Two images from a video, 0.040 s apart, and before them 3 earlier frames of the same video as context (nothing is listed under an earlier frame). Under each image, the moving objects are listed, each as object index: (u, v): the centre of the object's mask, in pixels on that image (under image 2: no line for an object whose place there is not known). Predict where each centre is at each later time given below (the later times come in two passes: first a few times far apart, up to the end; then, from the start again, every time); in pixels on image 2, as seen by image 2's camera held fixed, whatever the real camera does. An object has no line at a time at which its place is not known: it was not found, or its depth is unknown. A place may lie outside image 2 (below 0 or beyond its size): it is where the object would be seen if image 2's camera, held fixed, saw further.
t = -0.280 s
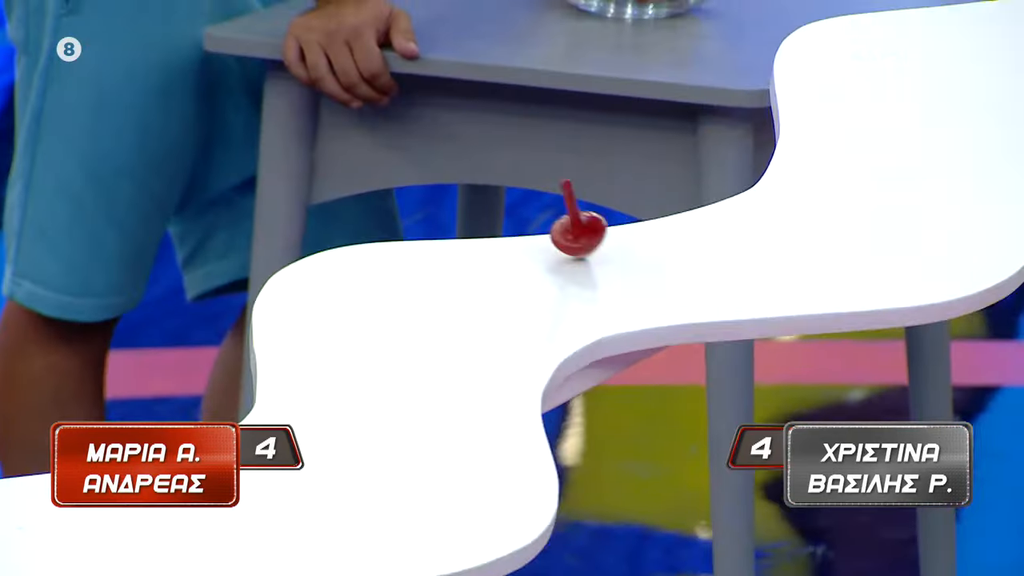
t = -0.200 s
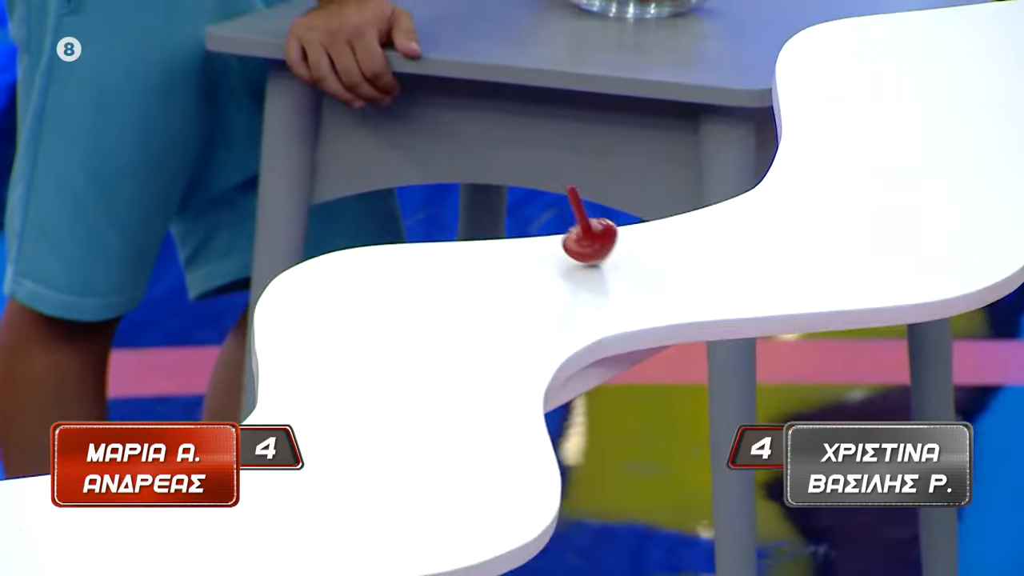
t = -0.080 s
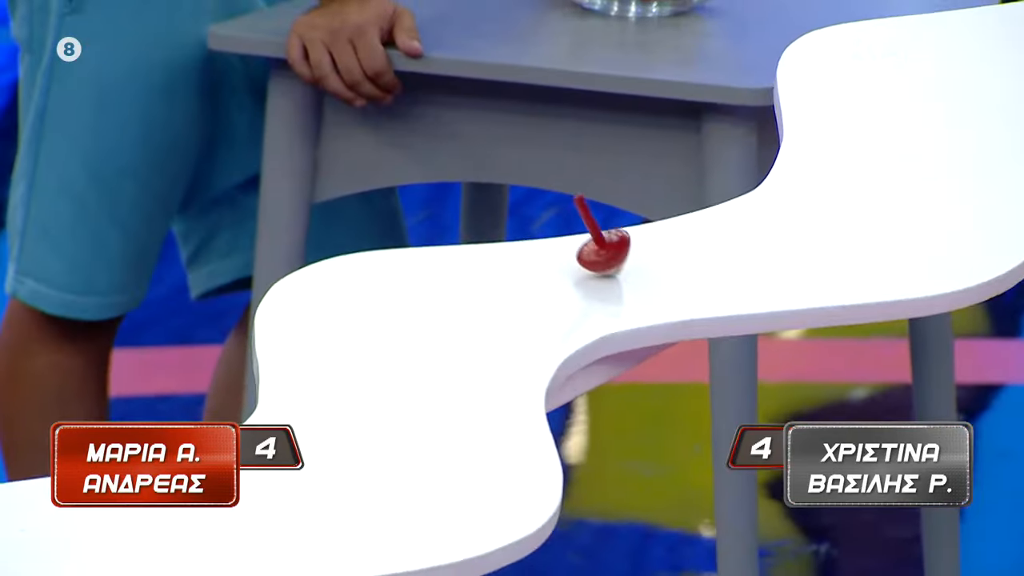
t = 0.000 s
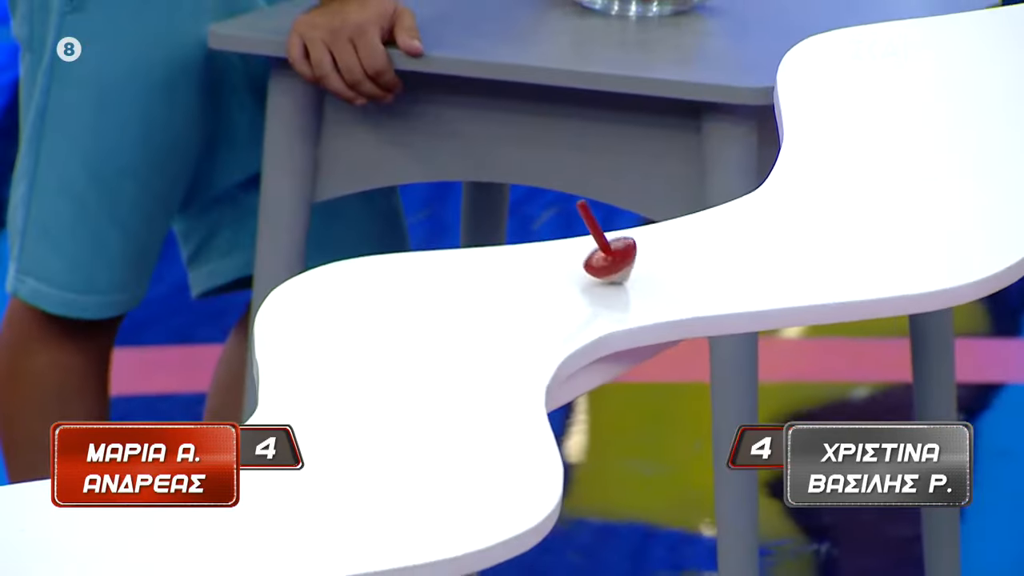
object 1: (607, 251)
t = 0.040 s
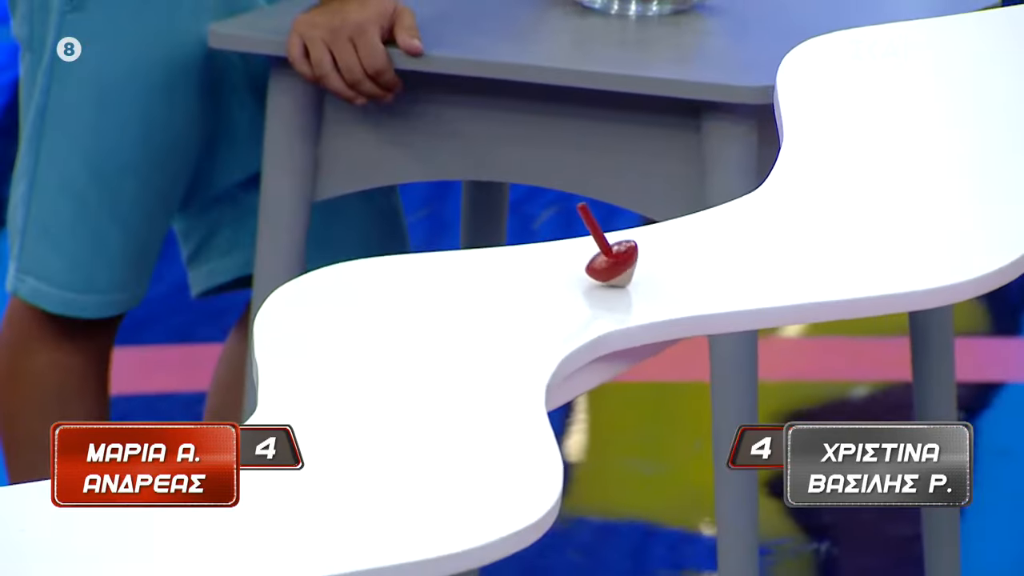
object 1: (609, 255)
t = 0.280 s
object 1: (609, 272)
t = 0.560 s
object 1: (577, 283)
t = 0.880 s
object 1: (514, 291)
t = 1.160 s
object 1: (459, 286)
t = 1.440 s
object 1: (433, 258)
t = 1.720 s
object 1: (437, 239)
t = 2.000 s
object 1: (461, 245)
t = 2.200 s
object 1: (482, 256)
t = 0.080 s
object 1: (611, 258)
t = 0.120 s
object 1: (612, 261)
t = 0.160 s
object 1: (612, 264)
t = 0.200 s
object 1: (612, 267)
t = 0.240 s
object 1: (611, 269)
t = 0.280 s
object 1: (609, 272)
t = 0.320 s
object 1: (607, 274)
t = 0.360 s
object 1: (604, 276)
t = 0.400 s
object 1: (599, 278)
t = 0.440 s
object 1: (595, 279)
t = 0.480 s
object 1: (590, 281)
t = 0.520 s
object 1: (584, 282)
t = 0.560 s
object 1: (577, 283)
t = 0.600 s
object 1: (570, 284)
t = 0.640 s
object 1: (563, 285)
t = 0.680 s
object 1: (555, 286)
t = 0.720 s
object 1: (548, 288)
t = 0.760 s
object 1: (539, 289)
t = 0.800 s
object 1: (531, 289)
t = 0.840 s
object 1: (522, 290)
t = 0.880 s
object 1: (514, 291)
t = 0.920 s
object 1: (506, 292)
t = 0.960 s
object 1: (497, 292)
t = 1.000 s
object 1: (489, 291)
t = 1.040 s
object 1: (480, 291)
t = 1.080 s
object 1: (473, 289)
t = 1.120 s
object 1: (465, 288)
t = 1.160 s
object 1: (459, 286)
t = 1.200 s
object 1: (453, 283)
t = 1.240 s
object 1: (448, 280)
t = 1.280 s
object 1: (444, 276)
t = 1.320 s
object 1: (440, 271)
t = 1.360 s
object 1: (437, 267)
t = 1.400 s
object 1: (435, 262)
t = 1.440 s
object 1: (433, 258)
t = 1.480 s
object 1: (432, 253)
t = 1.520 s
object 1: (431, 250)
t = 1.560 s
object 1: (431, 247)
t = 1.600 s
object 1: (432, 244)
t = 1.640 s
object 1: (432, 242)
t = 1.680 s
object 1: (435, 240)
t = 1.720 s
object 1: (437, 239)
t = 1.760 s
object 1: (439, 238)
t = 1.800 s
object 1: (443, 239)
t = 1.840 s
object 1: (446, 239)
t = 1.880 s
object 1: (449, 240)
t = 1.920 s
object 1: (453, 242)
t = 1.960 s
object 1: (457, 244)
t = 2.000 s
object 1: (461, 245)
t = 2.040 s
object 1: (465, 247)
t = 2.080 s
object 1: (470, 249)
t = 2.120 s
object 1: (474, 251)
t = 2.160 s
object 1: (478, 253)
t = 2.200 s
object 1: (482, 256)
